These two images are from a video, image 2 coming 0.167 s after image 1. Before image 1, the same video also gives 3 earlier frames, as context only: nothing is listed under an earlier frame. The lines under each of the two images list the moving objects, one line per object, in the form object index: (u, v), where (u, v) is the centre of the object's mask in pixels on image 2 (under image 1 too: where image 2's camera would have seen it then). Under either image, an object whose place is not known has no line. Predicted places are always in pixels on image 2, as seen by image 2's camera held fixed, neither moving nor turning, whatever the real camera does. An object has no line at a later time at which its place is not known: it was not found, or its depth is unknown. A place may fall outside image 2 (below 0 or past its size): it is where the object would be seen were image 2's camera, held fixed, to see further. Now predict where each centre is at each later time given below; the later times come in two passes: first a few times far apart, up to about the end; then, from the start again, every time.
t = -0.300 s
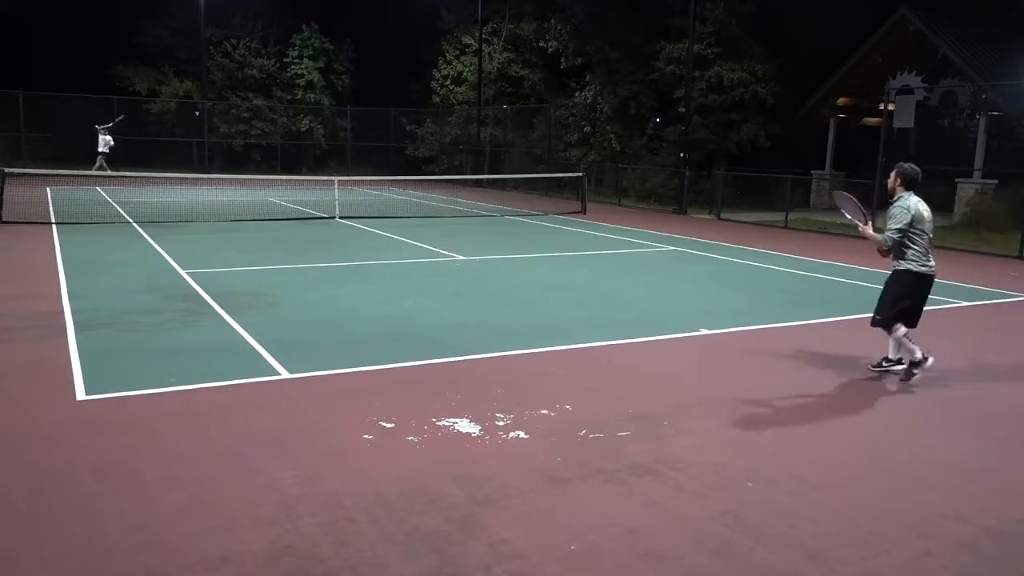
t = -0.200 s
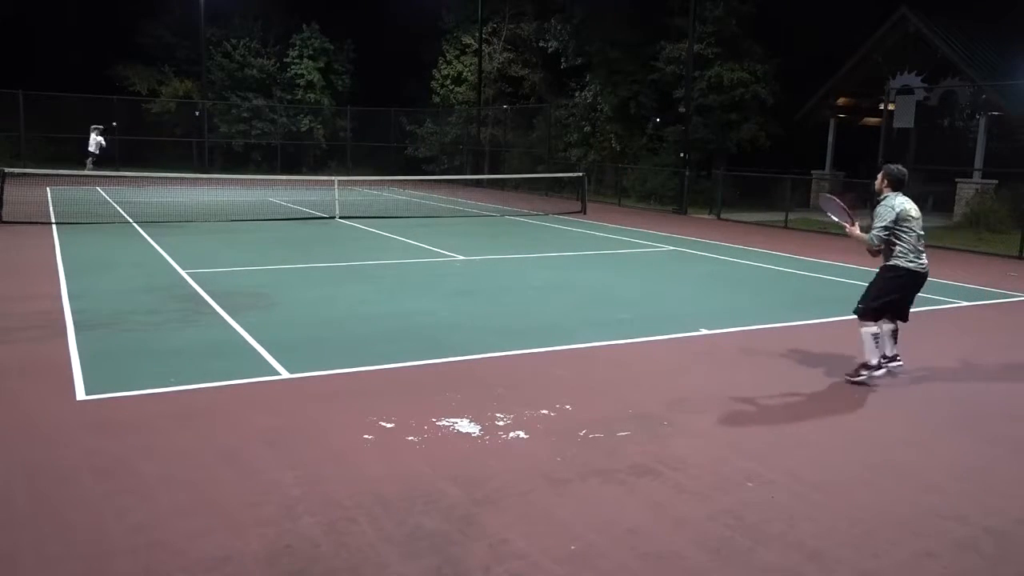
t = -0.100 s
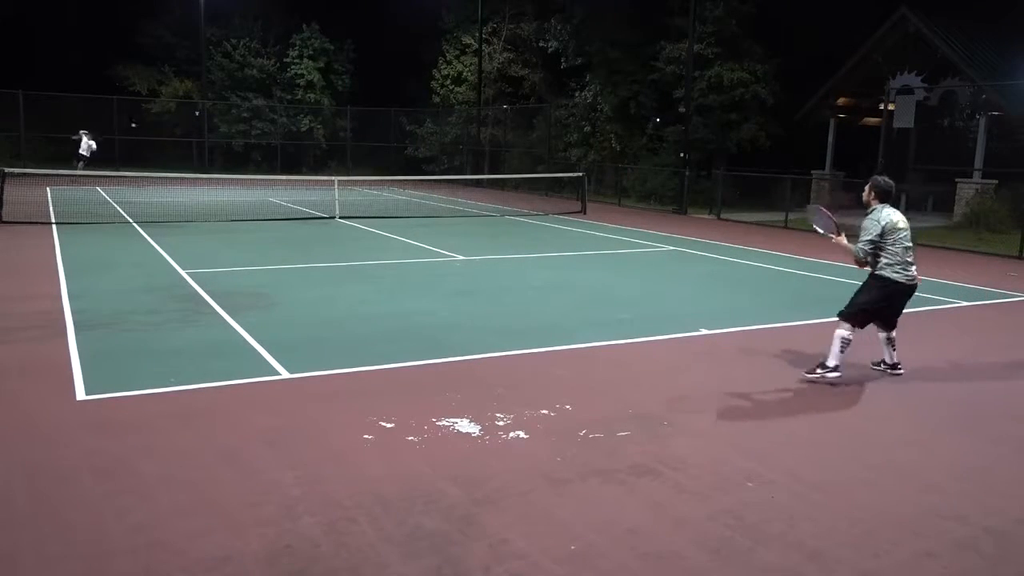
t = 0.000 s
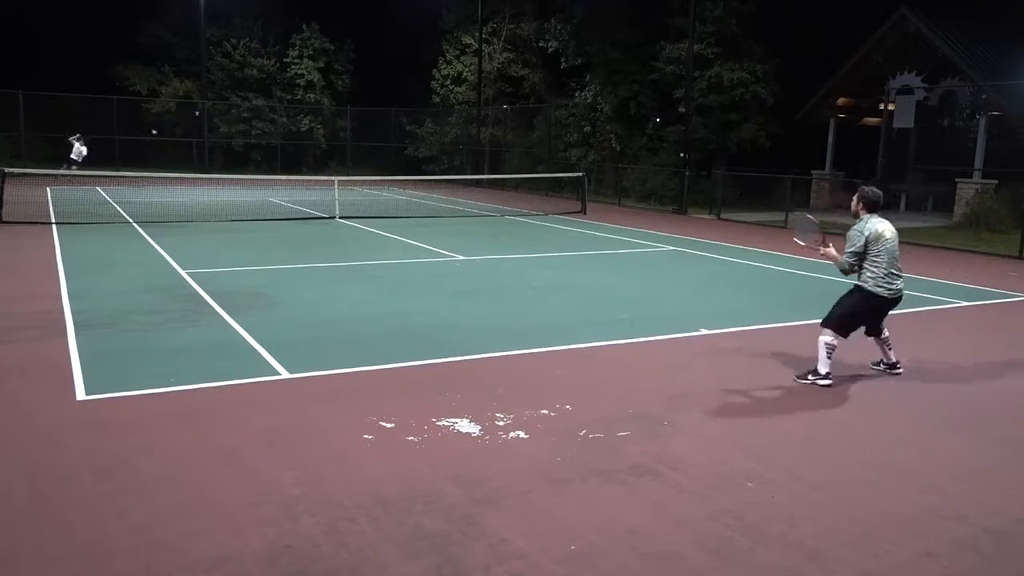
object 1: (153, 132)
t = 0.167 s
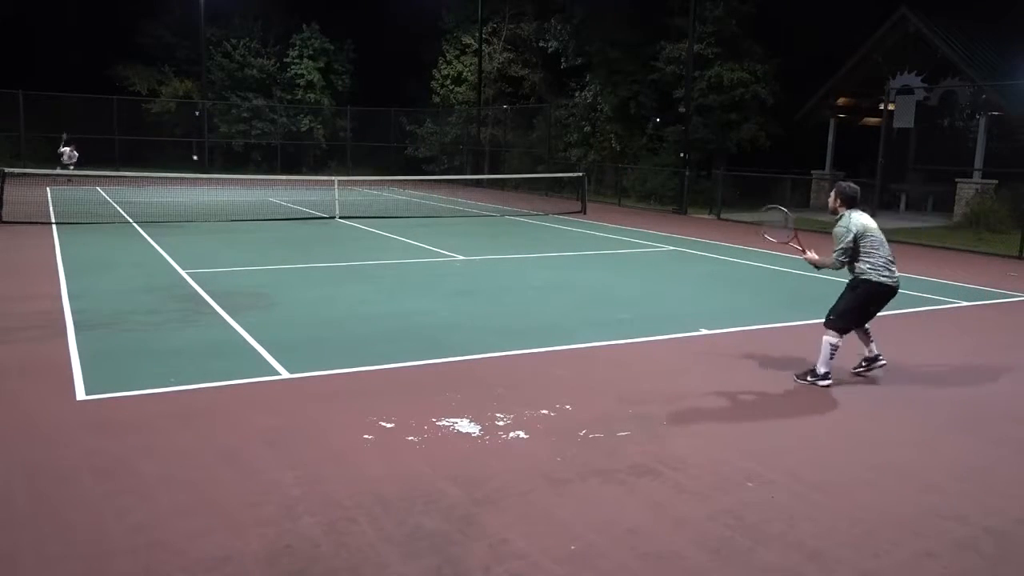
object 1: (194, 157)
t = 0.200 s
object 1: (204, 166)
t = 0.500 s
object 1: (301, 230)
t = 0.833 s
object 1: (432, 203)
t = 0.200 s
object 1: (204, 166)
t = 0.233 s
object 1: (214, 173)
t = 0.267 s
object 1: (224, 184)
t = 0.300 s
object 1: (234, 196)
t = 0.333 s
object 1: (246, 208)
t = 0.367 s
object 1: (257, 222)
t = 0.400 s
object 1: (271, 238)
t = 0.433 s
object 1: (281, 243)
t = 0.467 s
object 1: (291, 237)
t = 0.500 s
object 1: (301, 230)
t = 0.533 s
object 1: (312, 224)
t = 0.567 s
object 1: (323, 218)
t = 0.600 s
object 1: (335, 214)
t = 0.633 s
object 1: (347, 209)
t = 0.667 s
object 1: (360, 206)
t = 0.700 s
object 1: (373, 203)
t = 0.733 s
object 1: (387, 202)
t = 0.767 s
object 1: (401, 201)
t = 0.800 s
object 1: (416, 202)
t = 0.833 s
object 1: (432, 203)
